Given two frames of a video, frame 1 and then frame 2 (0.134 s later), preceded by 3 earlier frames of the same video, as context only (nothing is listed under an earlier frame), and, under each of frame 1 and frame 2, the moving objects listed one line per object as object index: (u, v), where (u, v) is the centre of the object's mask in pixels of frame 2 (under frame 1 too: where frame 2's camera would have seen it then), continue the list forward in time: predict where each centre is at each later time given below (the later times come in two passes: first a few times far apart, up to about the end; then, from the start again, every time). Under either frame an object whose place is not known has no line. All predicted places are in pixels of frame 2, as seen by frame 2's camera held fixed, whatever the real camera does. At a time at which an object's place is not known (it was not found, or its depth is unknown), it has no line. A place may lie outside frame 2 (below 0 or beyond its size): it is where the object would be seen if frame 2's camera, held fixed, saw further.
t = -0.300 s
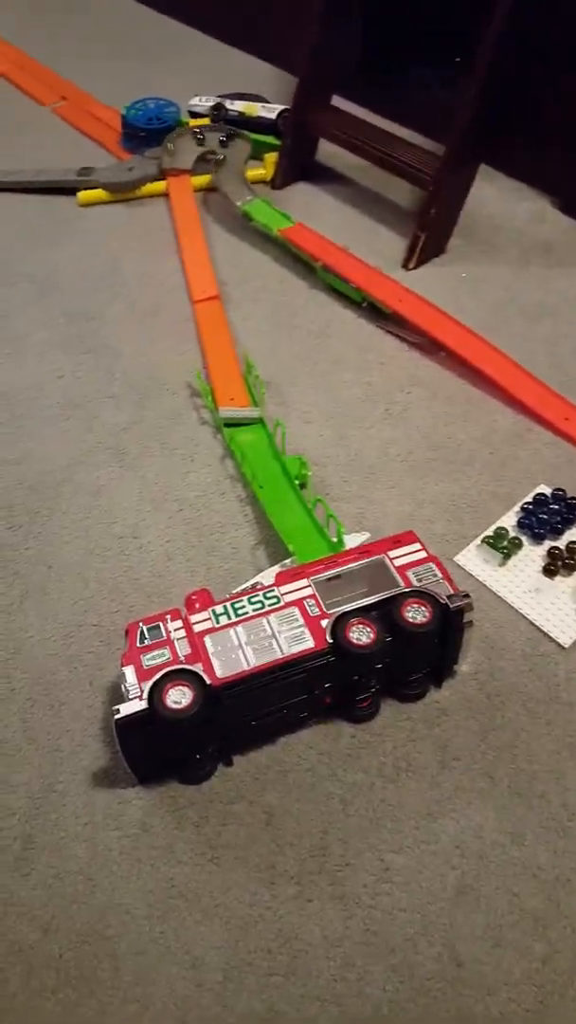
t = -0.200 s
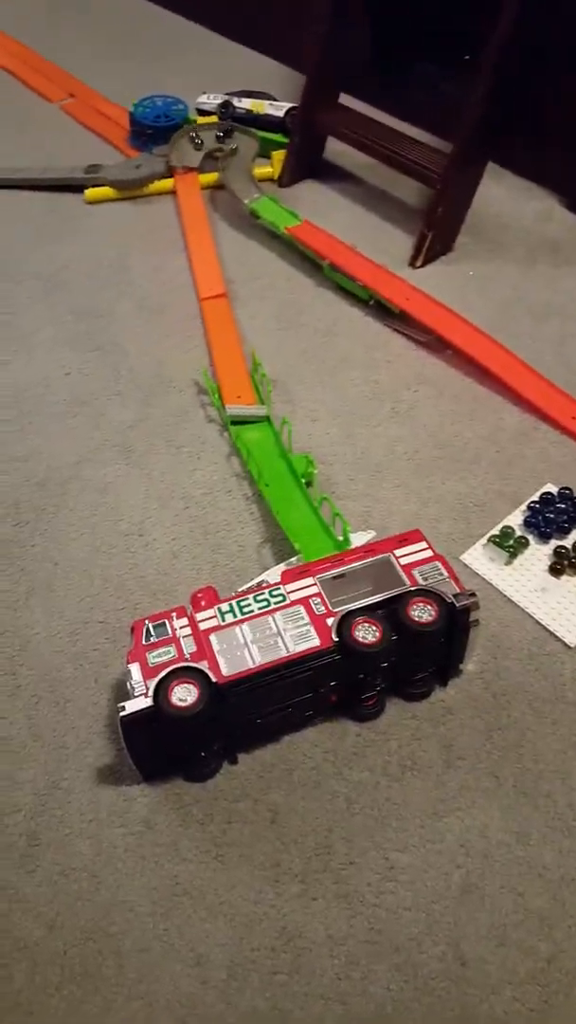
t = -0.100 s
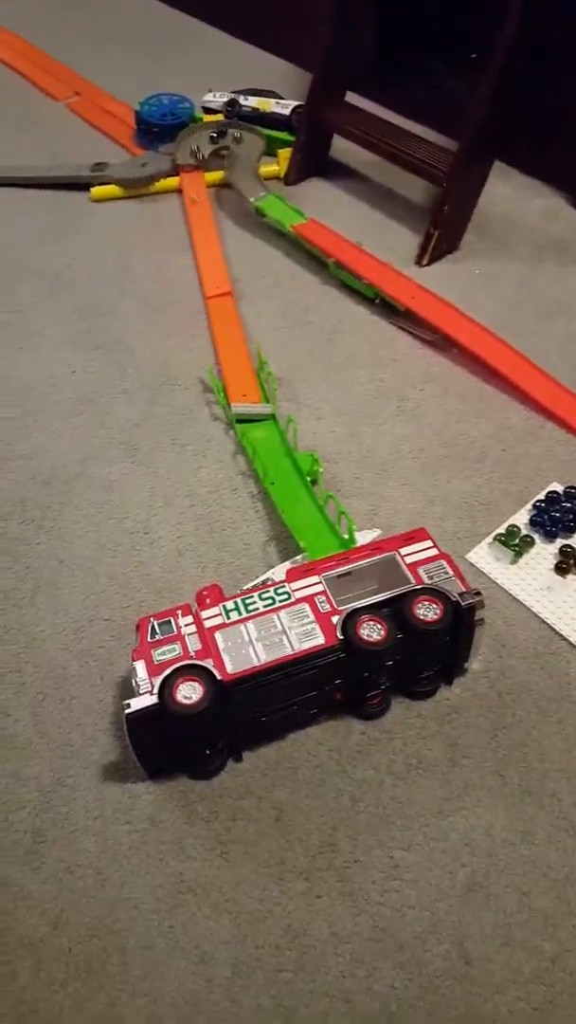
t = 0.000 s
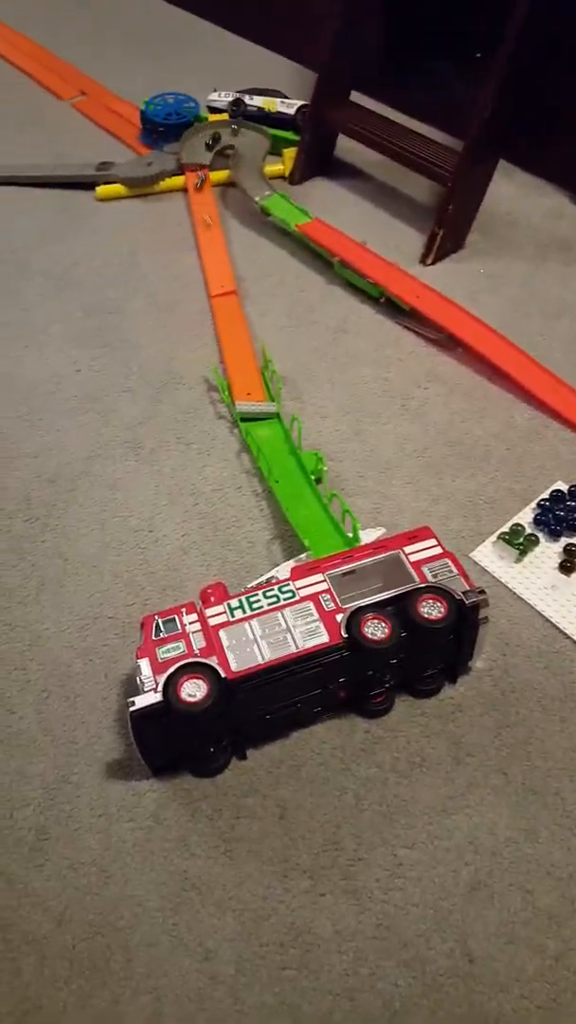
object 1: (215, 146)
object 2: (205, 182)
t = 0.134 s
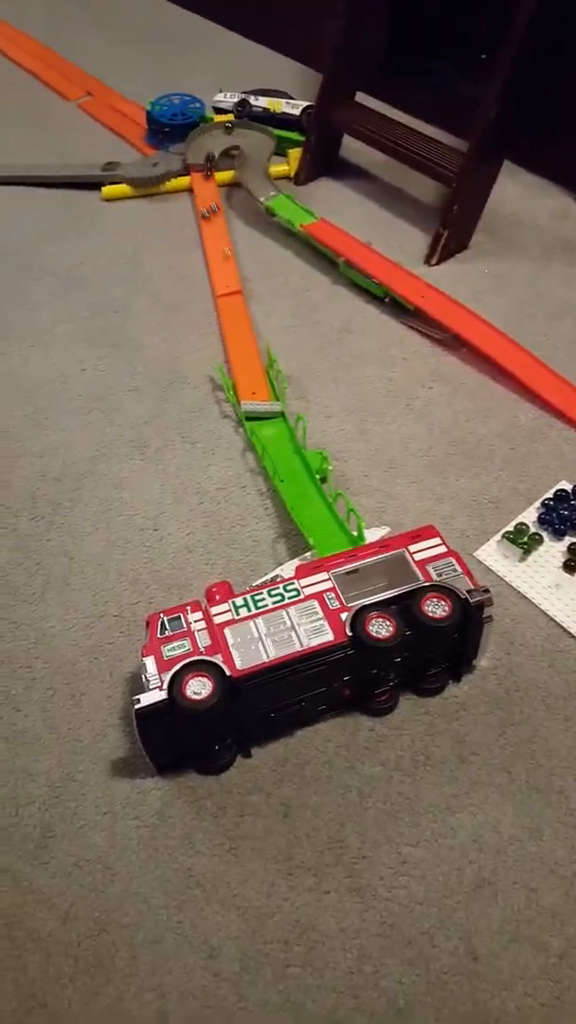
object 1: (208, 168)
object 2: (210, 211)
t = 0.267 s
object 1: (202, 201)
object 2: (221, 242)
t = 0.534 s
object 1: (221, 258)
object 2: (236, 314)
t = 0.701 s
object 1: (231, 299)
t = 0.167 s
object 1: (206, 180)
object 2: (212, 218)
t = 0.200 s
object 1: (204, 186)
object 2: (216, 226)
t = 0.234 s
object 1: (203, 193)
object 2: (218, 234)
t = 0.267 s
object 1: (202, 201)
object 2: (221, 242)
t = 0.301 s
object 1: (202, 208)
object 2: (224, 250)
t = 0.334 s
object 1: (204, 214)
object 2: (226, 257)
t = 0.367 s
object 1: (206, 222)
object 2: (227, 266)
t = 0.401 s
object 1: (208, 230)
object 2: (229, 275)
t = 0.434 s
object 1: (210, 236)
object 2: (229, 282)
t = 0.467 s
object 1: (215, 244)
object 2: (229, 291)
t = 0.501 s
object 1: (218, 250)
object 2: (234, 306)
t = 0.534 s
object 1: (221, 258)
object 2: (236, 314)
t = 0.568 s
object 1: (224, 266)
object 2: (239, 323)
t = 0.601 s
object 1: (226, 273)
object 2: (241, 331)
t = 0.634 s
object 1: (229, 280)
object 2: (244, 339)
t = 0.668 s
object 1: (231, 289)
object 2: (248, 347)
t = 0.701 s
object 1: (231, 299)
